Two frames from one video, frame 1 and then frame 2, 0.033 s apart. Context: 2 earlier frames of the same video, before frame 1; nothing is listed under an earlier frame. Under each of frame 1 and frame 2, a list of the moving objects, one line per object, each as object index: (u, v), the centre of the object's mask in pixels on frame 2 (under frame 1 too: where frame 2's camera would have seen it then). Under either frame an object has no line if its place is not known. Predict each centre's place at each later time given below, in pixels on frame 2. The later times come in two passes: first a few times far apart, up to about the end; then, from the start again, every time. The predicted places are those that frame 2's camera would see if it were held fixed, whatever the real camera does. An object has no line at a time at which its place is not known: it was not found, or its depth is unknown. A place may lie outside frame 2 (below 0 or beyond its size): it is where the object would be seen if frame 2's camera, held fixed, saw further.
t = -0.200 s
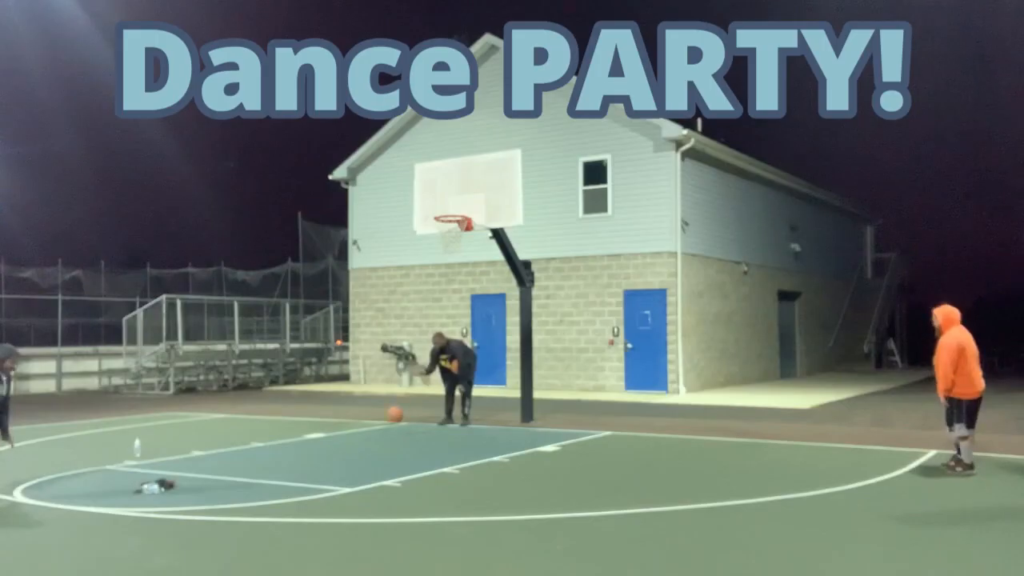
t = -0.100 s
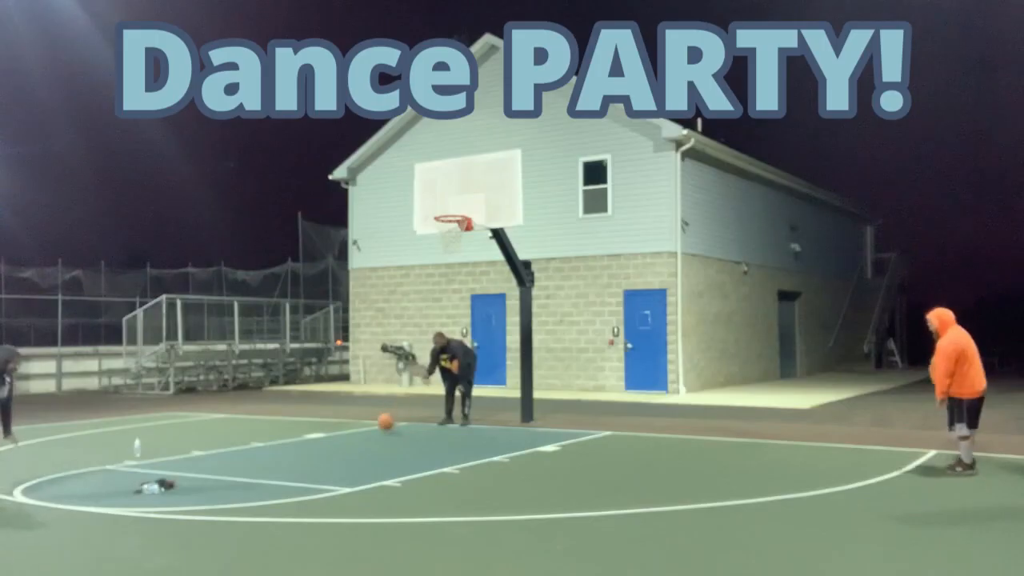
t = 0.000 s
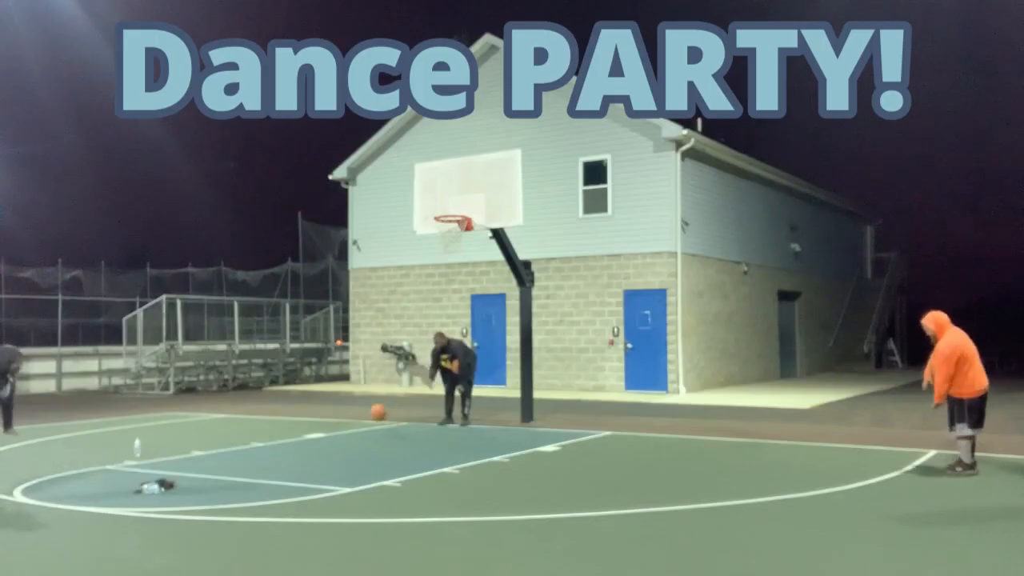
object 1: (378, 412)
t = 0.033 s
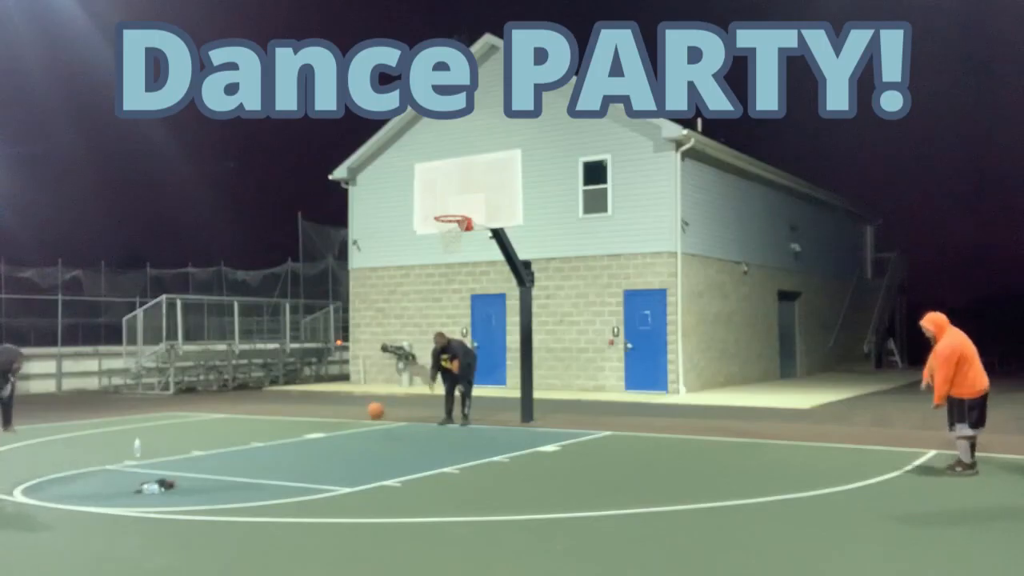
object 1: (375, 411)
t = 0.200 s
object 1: (363, 413)
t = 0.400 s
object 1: (346, 430)
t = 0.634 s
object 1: (326, 426)
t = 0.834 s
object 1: (307, 437)
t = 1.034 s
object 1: (287, 440)
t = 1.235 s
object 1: (266, 445)
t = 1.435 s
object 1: (243, 457)
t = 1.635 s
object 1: (220, 458)
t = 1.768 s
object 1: (203, 461)
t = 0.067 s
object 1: (373, 410)
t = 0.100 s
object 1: (370, 410)
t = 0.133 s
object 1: (368, 410)
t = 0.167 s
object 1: (366, 411)
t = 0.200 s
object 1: (363, 413)
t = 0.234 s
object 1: (360, 417)
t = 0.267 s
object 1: (357, 420)
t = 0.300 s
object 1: (355, 425)
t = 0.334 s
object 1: (352, 431)
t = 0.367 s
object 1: (349, 433)
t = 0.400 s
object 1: (346, 430)
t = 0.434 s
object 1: (343, 427)
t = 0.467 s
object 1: (341, 424)
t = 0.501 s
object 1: (338, 423)
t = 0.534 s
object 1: (335, 422)
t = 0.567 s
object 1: (332, 422)
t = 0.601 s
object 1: (330, 423)
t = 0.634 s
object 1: (326, 426)
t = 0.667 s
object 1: (323, 428)
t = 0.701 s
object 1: (320, 432)
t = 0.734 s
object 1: (316, 438)
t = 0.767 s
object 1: (313, 442)
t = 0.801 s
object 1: (310, 440)
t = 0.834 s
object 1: (307, 437)
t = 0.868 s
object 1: (304, 435)
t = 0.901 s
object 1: (300, 434)
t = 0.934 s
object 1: (297, 434)
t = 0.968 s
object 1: (294, 435)
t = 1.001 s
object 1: (290, 438)
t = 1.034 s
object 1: (287, 440)
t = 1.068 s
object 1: (284, 444)
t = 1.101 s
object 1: (280, 449)
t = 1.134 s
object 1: (276, 449)
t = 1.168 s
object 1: (273, 447)
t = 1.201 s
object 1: (269, 445)
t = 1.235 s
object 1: (266, 445)
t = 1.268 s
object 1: (262, 445)
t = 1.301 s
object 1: (258, 446)
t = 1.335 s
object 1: (255, 449)
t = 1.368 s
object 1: (250, 452)
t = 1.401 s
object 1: (247, 456)
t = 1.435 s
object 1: (243, 457)
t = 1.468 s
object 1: (240, 455)
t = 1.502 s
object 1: (236, 453)
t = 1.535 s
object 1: (232, 453)
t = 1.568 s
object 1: (228, 454)
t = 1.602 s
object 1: (224, 456)
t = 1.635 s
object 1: (220, 458)
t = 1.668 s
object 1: (216, 463)
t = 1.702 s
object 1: (211, 464)
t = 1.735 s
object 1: (207, 462)
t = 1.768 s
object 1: (203, 461)
